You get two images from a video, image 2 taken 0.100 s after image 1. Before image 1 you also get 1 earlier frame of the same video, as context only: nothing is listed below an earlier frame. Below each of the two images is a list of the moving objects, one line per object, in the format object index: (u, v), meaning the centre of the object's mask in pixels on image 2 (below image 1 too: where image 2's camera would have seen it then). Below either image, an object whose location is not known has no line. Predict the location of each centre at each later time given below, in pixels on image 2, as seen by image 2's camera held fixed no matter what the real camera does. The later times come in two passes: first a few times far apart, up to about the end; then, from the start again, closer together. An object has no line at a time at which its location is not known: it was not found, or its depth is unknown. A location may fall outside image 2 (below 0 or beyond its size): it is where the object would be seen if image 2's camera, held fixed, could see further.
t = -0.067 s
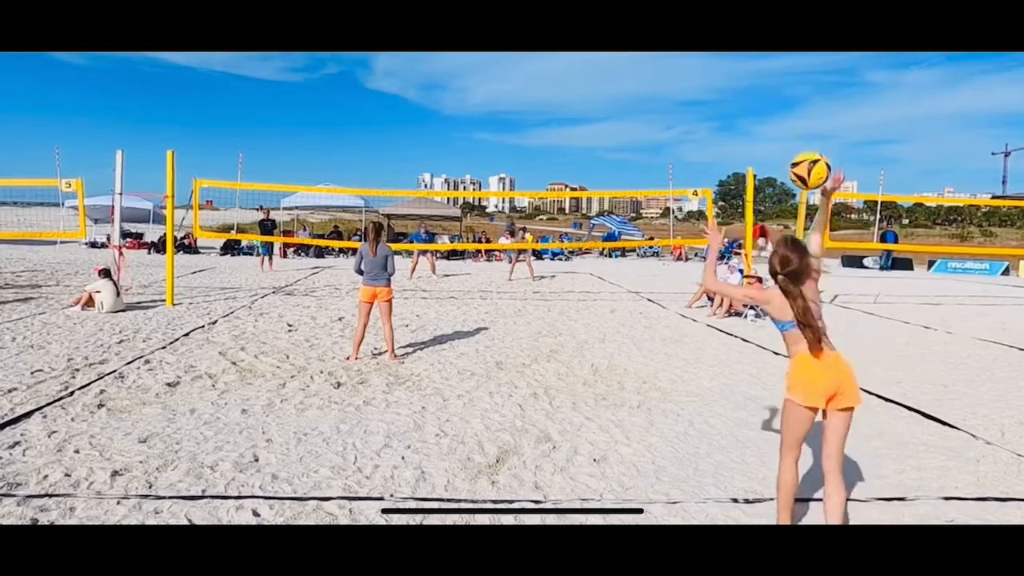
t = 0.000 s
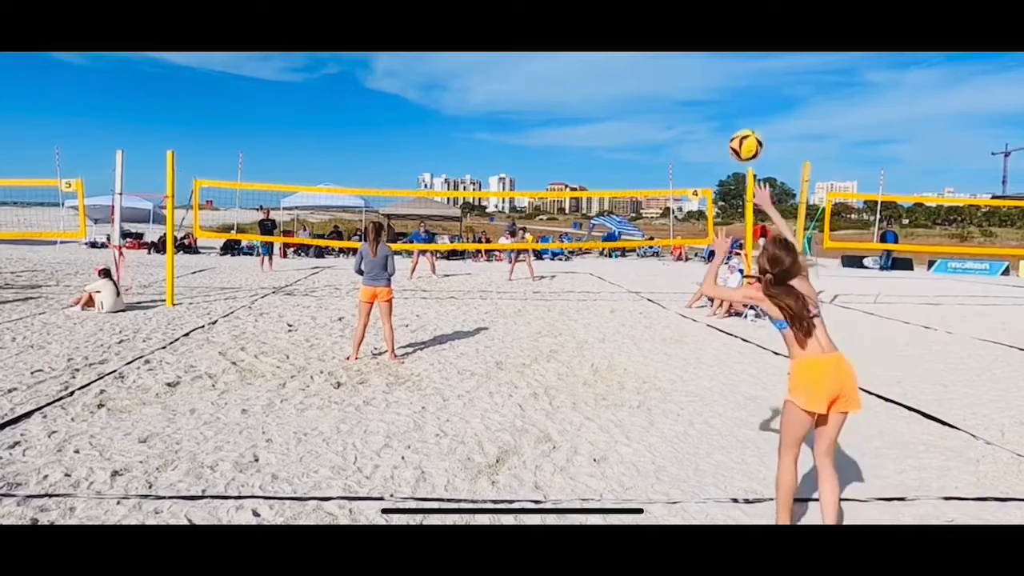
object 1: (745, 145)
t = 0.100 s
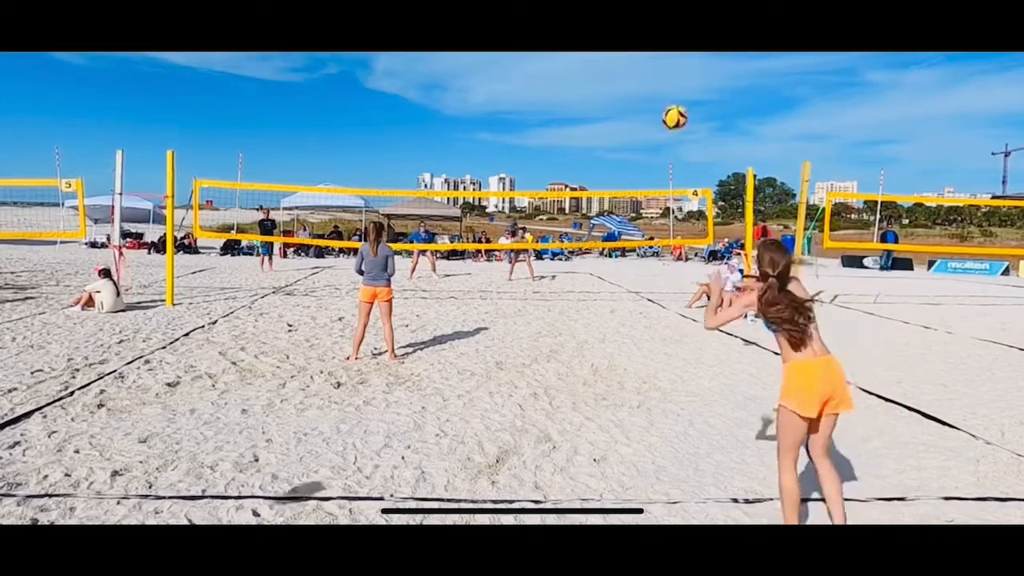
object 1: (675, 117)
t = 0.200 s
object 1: (631, 106)
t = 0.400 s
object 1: (587, 110)
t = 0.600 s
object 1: (569, 138)
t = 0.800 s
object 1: (561, 177)
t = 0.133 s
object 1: (658, 112)
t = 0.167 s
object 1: (643, 108)
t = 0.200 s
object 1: (631, 106)
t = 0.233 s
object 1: (622, 104)
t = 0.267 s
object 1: (612, 104)
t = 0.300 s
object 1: (604, 104)
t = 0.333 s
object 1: (598, 105)
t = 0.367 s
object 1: (593, 107)
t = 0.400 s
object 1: (587, 110)
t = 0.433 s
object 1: (582, 113)
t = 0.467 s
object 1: (579, 117)
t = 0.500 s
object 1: (576, 122)
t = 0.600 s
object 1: (569, 138)
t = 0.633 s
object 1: (567, 145)
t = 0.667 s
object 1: (566, 150)
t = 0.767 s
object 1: (562, 170)
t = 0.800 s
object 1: (561, 177)
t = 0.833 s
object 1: (560, 183)
